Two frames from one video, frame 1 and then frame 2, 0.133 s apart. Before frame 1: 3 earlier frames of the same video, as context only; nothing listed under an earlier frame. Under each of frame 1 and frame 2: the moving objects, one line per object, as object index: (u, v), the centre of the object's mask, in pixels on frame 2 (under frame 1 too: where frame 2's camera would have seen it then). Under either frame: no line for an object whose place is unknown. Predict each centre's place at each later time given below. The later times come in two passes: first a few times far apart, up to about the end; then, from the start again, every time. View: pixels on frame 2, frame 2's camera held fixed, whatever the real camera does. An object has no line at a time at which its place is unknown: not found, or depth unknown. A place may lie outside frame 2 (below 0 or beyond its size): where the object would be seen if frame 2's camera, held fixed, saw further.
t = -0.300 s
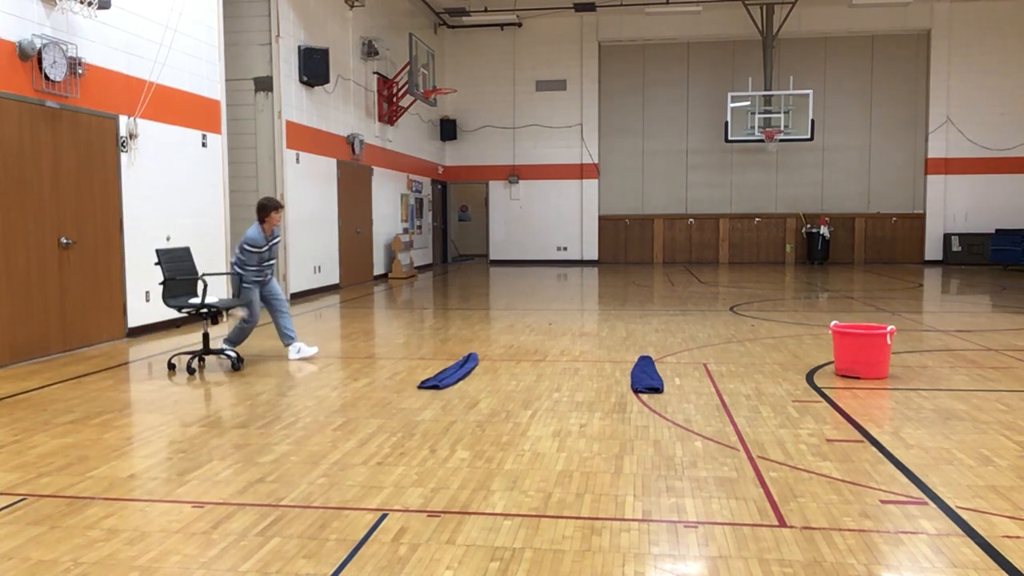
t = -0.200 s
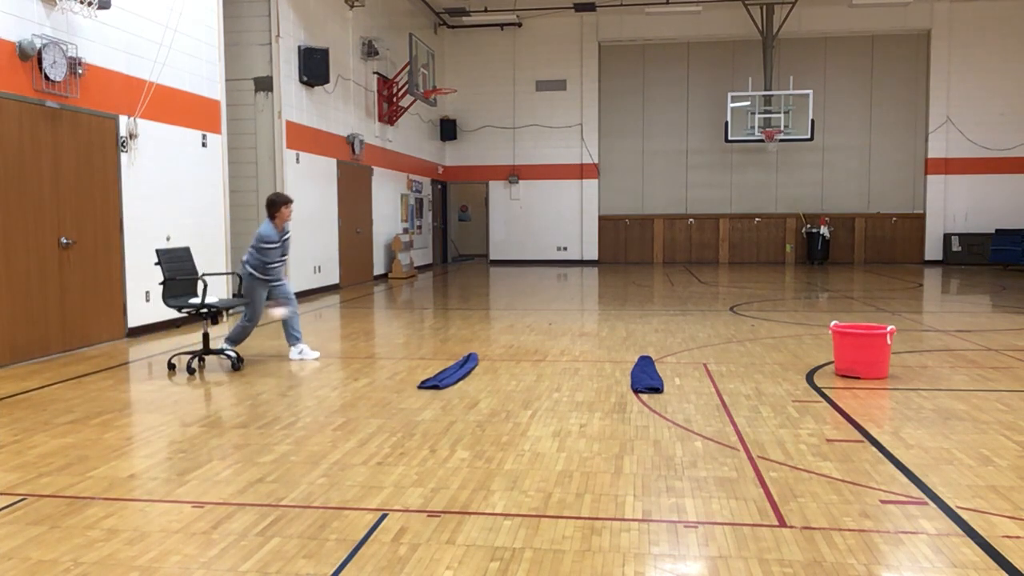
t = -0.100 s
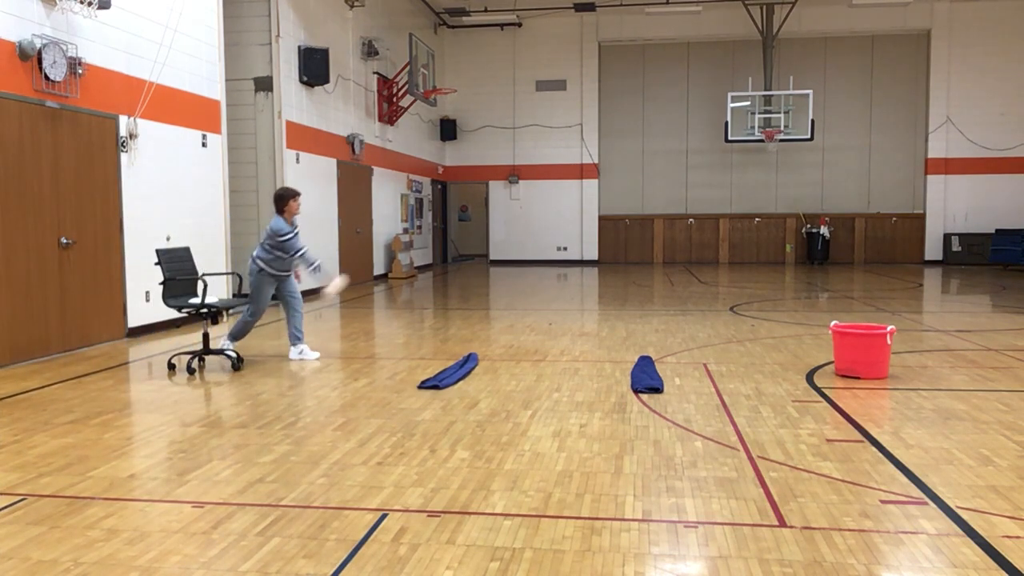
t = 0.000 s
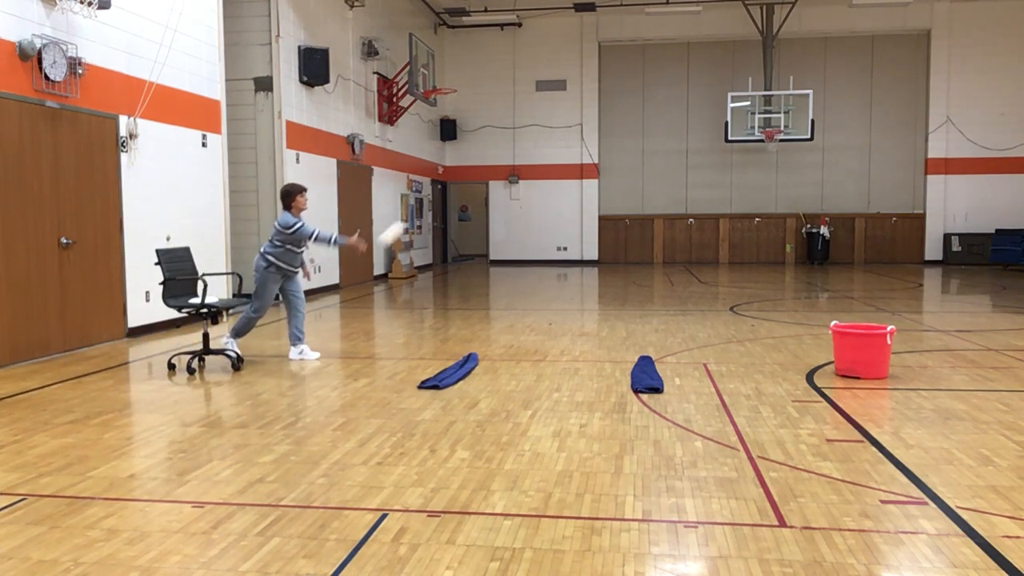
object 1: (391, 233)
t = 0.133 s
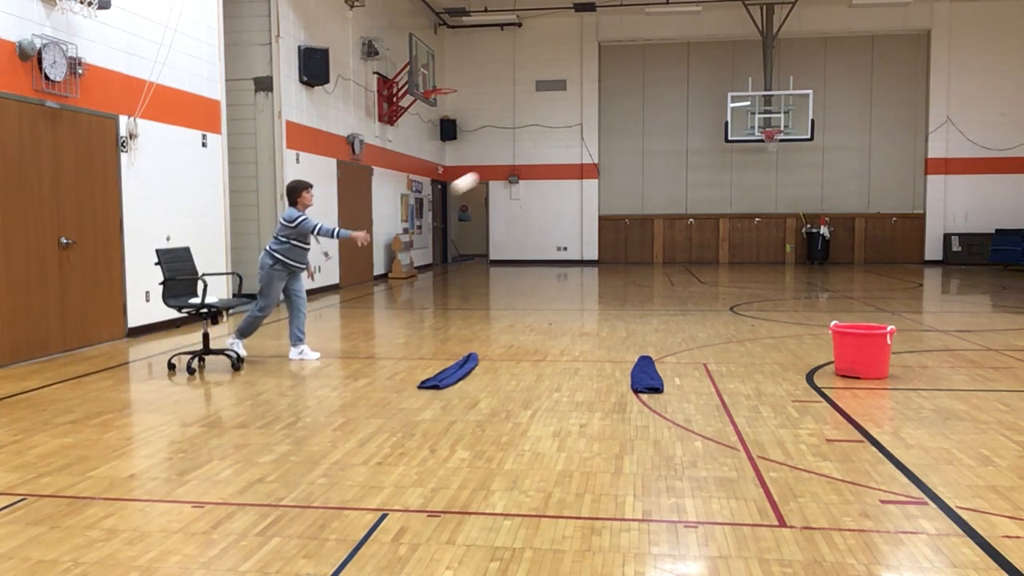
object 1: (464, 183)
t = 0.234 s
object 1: (520, 161)
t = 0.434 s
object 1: (628, 157)
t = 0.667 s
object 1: (753, 220)
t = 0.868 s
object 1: (854, 321)
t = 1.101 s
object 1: (876, 291)
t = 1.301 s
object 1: (862, 295)
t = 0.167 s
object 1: (483, 174)
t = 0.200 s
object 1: (502, 167)
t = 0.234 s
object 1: (520, 161)
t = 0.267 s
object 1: (538, 156)
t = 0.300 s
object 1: (556, 153)
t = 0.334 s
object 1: (573, 152)
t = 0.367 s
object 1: (593, 153)
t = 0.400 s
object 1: (611, 154)
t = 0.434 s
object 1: (628, 157)
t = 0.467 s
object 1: (647, 162)
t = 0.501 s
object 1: (665, 168)
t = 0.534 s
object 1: (682, 175)
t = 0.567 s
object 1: (701, 184)
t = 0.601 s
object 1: (718, 195)
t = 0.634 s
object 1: (735, 206)
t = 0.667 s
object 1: (753, 220)
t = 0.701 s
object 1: (770, 235)
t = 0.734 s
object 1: (788, 251)
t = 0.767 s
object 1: (805, 268)
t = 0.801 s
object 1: (821, 287)
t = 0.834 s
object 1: (837, 306)
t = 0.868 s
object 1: (854, 321)
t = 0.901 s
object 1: (867, 321)
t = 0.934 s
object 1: (881, 321)
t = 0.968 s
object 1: (886, 317)
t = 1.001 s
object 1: (883, 308)
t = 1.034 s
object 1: (880, 300)
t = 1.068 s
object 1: (879, 295)
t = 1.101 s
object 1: (876, 291)
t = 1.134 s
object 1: (874, 289)
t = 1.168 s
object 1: (871, 287)
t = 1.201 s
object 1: (869, 287)
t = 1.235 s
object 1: (866, 288)
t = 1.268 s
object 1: (865, 291)
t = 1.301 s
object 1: (862, 295)
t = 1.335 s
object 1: (860, 301)
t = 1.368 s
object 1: (857, 307)
